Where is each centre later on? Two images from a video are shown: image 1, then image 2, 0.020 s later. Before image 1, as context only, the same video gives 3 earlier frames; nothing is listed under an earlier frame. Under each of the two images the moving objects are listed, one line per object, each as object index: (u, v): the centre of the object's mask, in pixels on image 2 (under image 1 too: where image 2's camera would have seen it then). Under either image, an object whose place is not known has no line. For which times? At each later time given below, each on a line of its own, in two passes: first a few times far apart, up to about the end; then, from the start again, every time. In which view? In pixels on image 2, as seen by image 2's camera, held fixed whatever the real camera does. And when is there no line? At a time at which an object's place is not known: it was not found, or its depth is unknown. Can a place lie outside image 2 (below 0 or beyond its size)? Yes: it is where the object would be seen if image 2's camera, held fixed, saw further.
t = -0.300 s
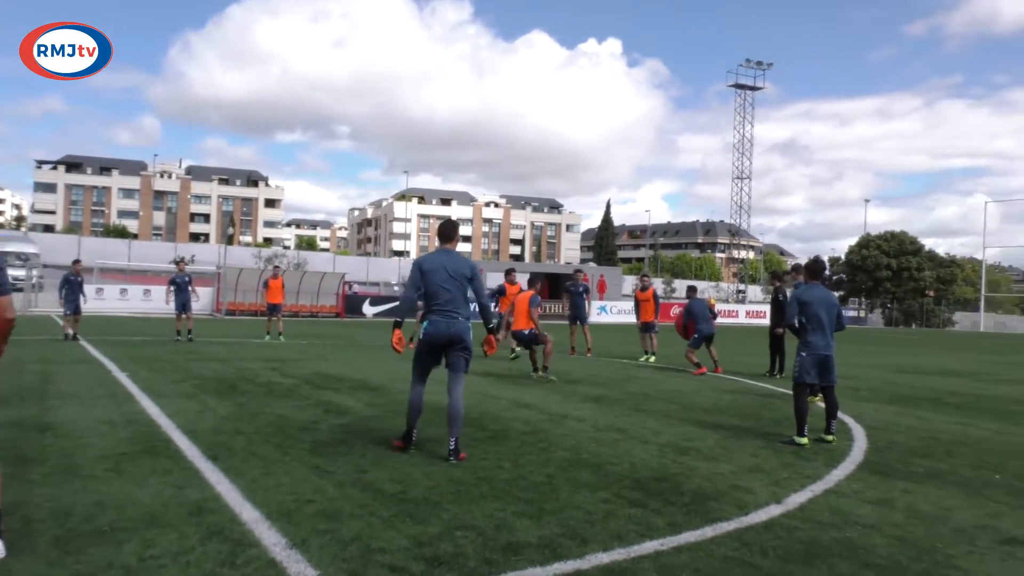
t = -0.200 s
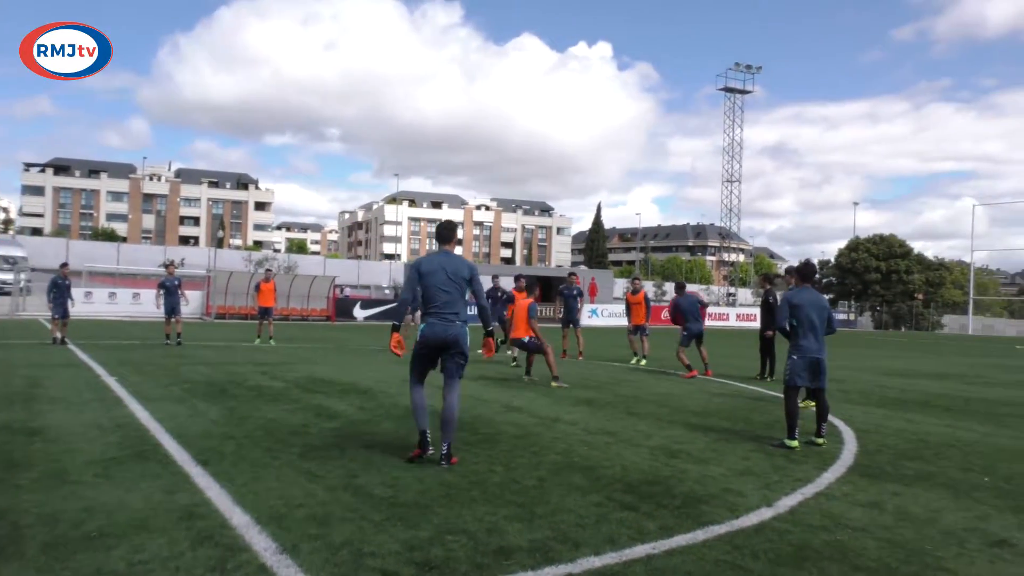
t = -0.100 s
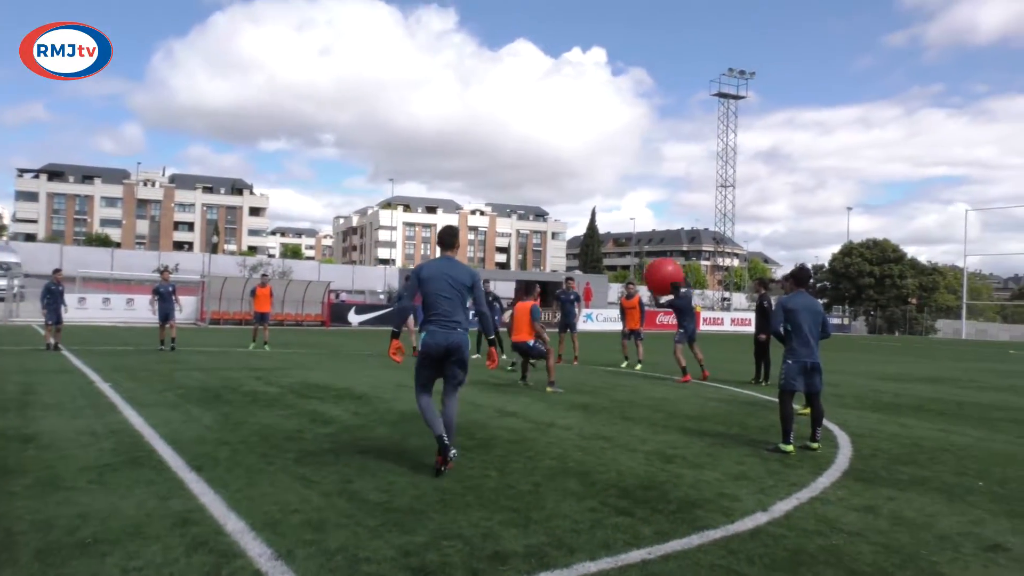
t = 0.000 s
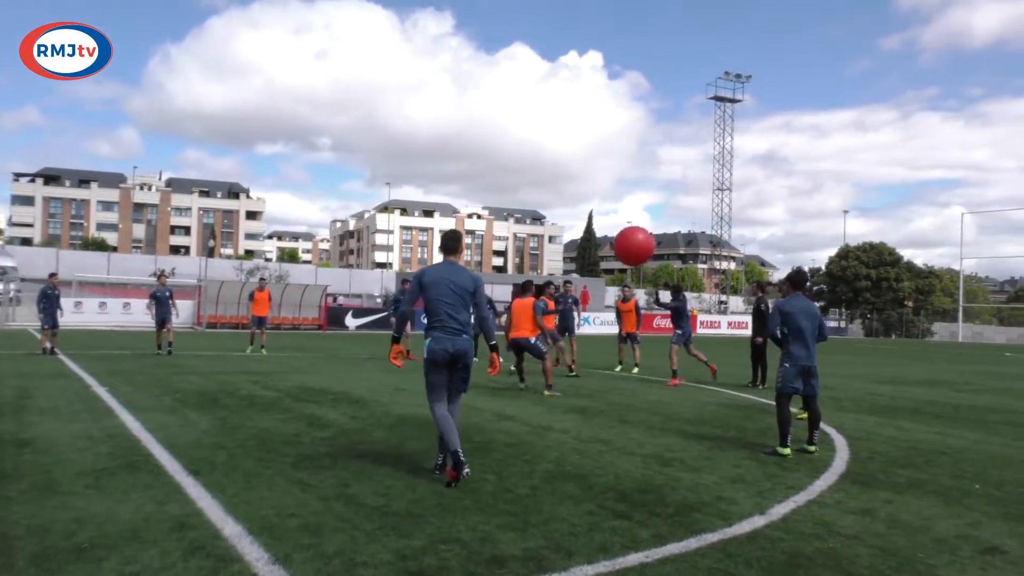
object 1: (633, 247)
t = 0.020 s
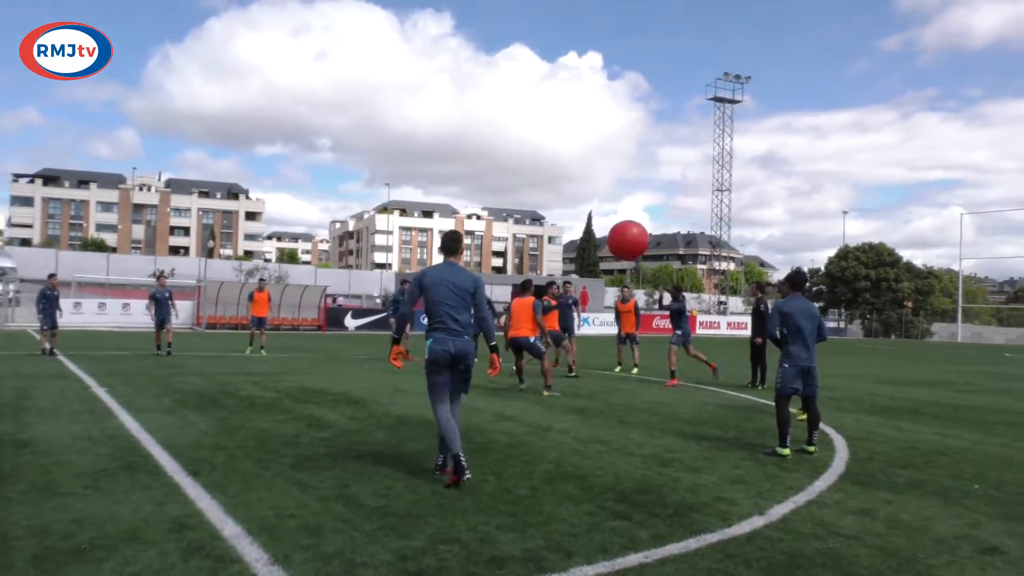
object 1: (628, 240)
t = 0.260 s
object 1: (566, 166)
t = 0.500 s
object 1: (503, 98)
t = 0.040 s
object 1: (623, 234)
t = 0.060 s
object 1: (617, 228)
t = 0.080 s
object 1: (612, 222)
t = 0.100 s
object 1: (607, 215)
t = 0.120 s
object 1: (602, 209)
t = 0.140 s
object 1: (596, 203)
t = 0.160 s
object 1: (591, 197)
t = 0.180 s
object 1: (586, 191)
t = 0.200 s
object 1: (581, 184)
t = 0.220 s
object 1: (577, 178)
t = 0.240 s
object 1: (572, 172)
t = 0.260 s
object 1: (566, 166)
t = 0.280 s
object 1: (561, 160)
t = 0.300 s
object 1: (556, 154)
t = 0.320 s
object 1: (551, 148)
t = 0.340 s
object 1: (546, 143)
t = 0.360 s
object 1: (541, 137)
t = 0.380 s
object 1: (535, 131)
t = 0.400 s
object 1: (530, 125)
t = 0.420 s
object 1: (525, 120)
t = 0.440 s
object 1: (519, 114)
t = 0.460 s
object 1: (514, 109)
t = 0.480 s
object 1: (508, 103)
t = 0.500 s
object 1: (503, 98)
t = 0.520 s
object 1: (497, 93)
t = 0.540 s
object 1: (491, 87)
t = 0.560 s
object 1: (485, 82)
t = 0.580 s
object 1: (479, 78)
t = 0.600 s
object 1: (473, 72)
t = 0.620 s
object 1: (467, 68)
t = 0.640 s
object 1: (459, 63)
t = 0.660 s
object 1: (453, 58)
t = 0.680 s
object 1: (447, 55)
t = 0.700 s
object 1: (442, 51)
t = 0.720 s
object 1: (436, 47)
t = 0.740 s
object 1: (429, 43)
